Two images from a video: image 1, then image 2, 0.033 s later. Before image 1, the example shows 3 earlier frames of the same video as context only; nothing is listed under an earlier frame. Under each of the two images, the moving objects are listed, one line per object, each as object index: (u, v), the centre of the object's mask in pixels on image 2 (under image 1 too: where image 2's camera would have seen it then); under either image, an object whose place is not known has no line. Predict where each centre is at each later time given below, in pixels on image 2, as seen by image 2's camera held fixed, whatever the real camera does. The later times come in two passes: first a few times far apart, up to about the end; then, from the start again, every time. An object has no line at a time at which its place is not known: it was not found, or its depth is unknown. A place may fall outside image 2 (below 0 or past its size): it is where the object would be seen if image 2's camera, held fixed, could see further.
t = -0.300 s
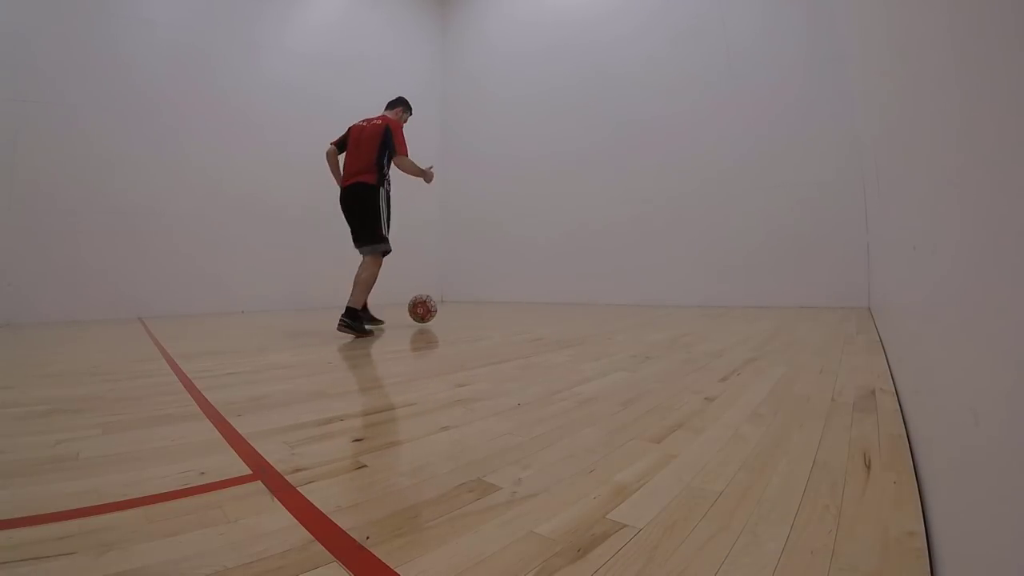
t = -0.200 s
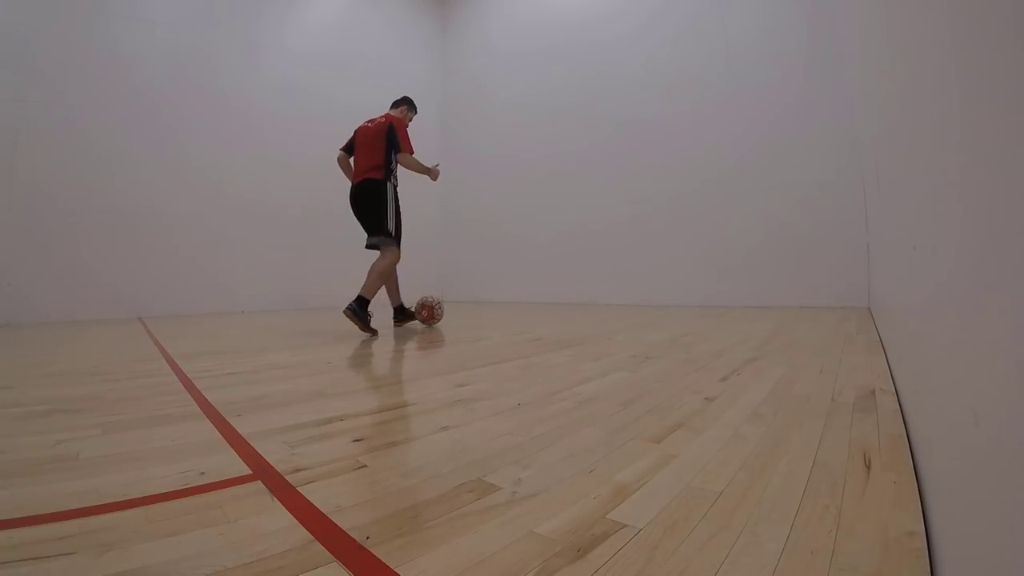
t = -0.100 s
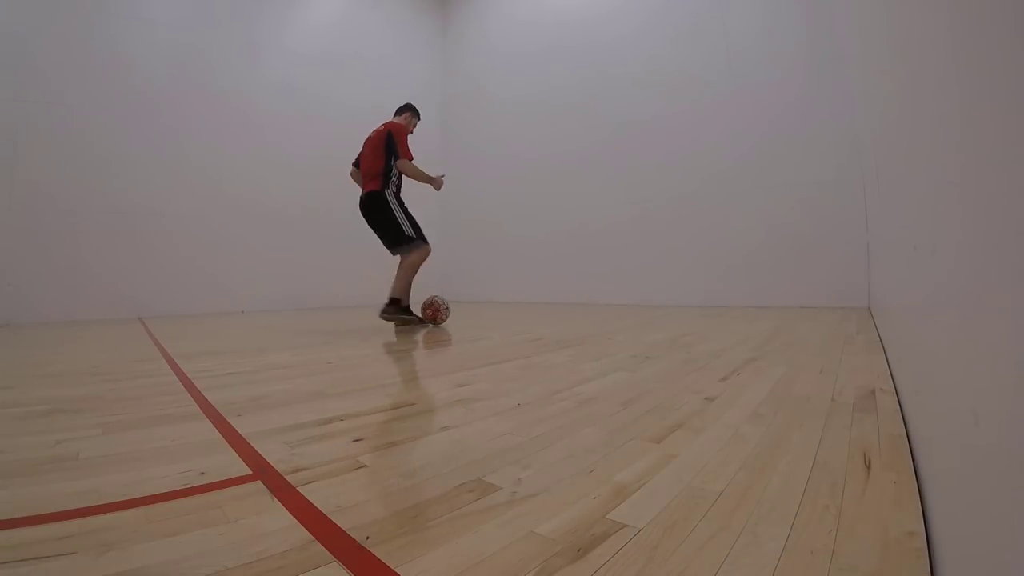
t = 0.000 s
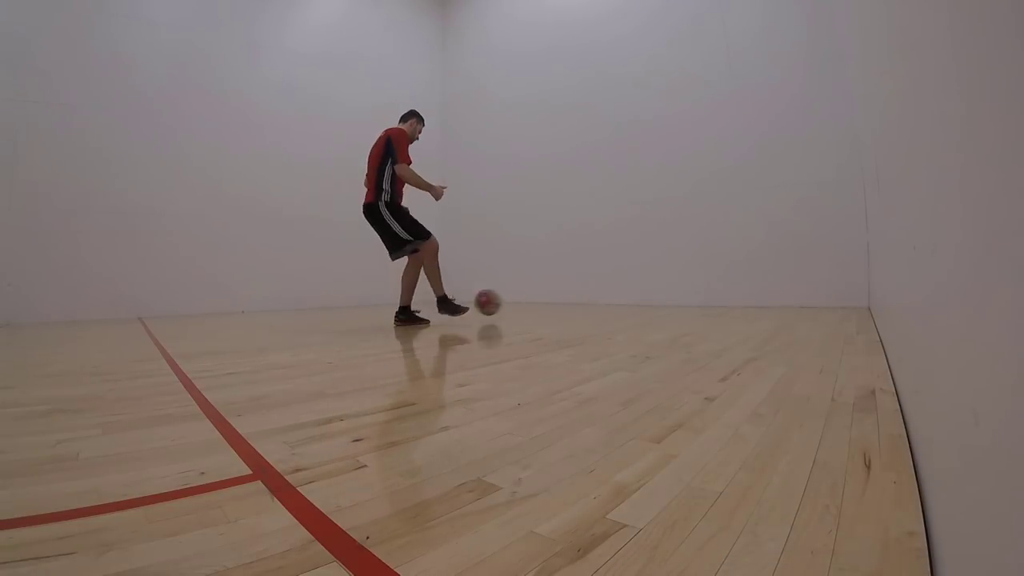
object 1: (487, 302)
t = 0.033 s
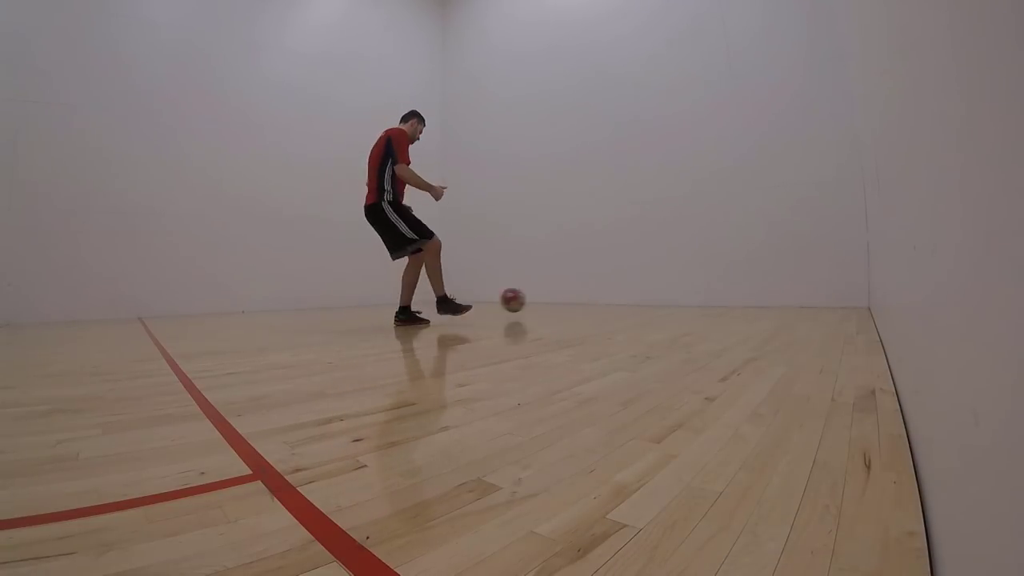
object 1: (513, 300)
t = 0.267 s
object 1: (603, 294)
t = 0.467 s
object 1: (524, 300)
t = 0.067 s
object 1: (535, 299)
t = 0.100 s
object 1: (555, 299)
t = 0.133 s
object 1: (573, 300)
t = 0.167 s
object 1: (587, 297)
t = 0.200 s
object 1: (601, 295)
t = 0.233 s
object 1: (614, 295)
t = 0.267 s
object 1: (603, 294)
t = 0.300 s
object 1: (592, 293)
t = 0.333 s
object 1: (580, 294)
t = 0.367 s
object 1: (567, 297)
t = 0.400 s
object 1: (553, 301)
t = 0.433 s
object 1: (539, 301)
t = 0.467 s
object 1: (524, 300)
